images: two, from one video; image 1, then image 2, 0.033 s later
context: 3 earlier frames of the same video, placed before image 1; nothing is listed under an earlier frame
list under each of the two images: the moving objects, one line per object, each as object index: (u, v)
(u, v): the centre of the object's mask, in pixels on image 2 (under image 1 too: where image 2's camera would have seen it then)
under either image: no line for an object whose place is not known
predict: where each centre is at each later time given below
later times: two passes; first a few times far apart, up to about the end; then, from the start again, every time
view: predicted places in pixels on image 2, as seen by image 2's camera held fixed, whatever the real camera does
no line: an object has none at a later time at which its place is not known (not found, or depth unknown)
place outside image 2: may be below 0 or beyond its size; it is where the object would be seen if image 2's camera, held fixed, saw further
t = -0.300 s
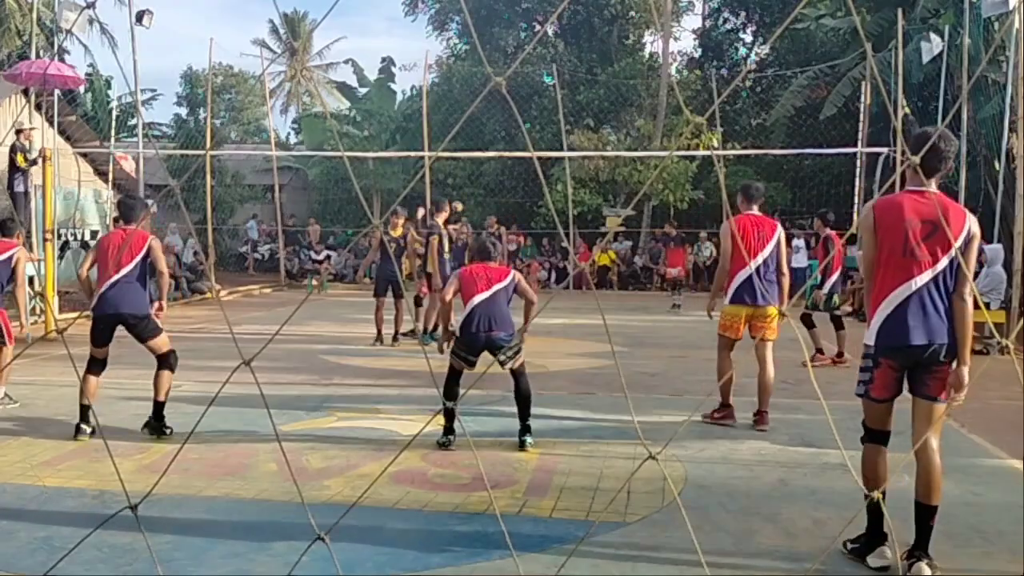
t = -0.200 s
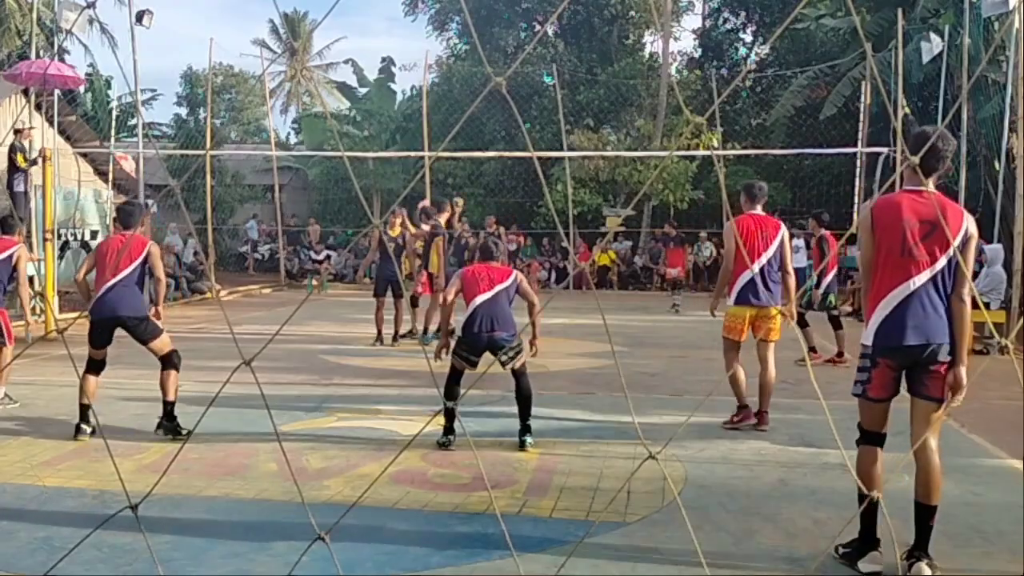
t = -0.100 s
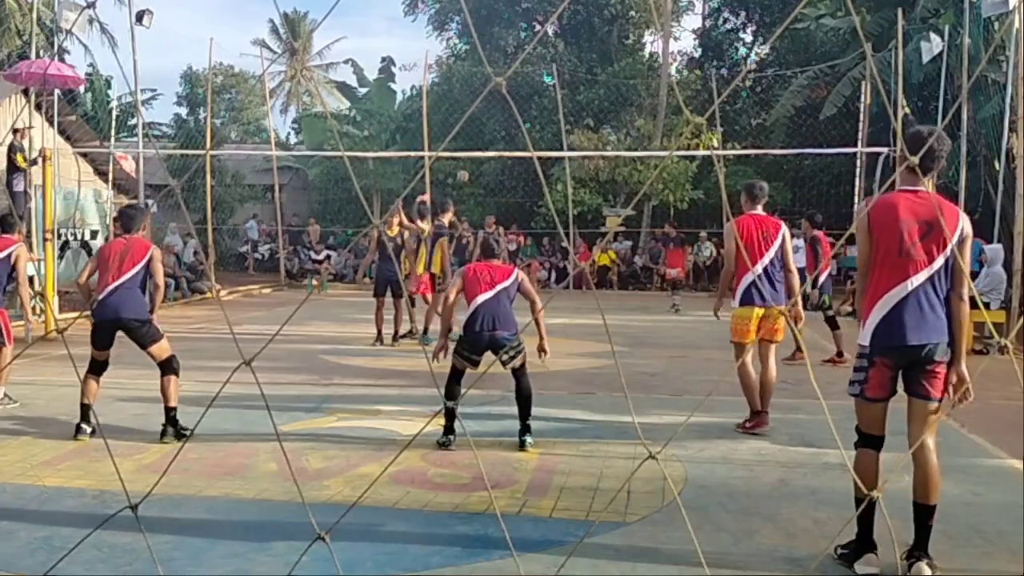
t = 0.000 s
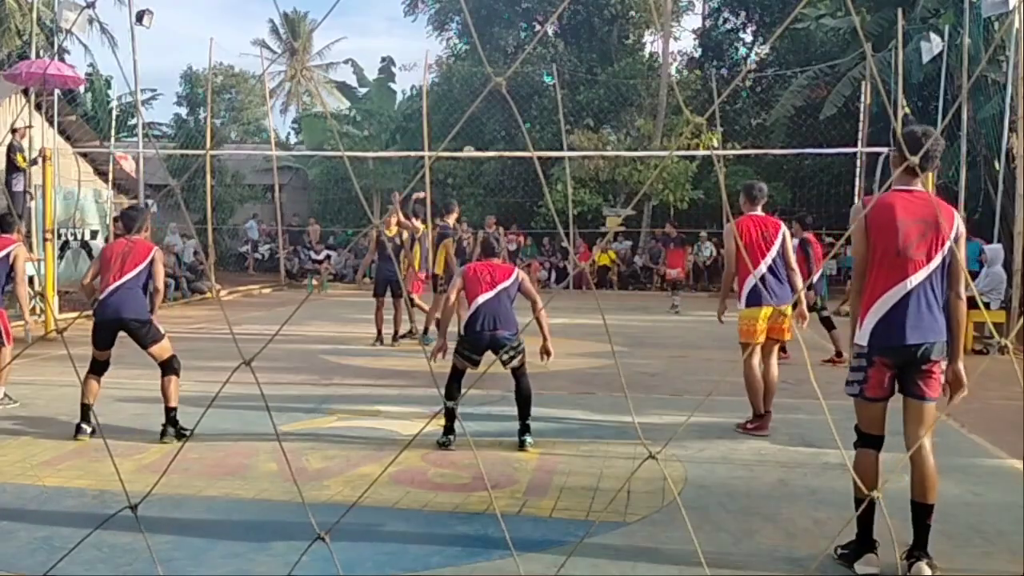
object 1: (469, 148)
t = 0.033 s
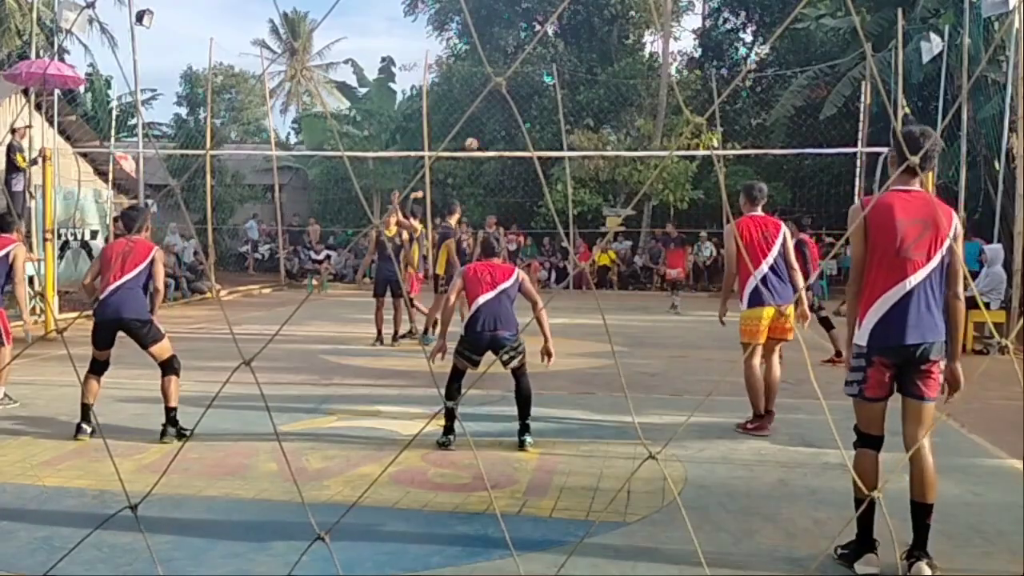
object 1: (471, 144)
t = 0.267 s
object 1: (489, 98)
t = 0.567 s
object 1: (520, 70)
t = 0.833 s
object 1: (565, 115)
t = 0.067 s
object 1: (474, 136)
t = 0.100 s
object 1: (476, 129)
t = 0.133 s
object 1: (479, 122)
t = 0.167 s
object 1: (481, 116)
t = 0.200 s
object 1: (483, 109)
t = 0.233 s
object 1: (486, 103)
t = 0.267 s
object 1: (489, 98)
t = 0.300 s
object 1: (492, 93)
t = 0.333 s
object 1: (496, 86)
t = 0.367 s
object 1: (497, 83)
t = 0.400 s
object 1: (501, 79)
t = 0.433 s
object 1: (503, 75)
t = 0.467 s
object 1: (508, 72)
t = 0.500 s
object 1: (511, 70)
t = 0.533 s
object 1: (516, 69)
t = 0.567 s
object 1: (520, 70)
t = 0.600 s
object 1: (524, 71)
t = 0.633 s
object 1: (528, 73)
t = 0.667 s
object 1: (534, 76)
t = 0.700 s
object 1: (538, 82)
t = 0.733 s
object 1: (542, 88)
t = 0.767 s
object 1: (549, 96)
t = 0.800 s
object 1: (557, 104)
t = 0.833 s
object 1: (565, 115)
